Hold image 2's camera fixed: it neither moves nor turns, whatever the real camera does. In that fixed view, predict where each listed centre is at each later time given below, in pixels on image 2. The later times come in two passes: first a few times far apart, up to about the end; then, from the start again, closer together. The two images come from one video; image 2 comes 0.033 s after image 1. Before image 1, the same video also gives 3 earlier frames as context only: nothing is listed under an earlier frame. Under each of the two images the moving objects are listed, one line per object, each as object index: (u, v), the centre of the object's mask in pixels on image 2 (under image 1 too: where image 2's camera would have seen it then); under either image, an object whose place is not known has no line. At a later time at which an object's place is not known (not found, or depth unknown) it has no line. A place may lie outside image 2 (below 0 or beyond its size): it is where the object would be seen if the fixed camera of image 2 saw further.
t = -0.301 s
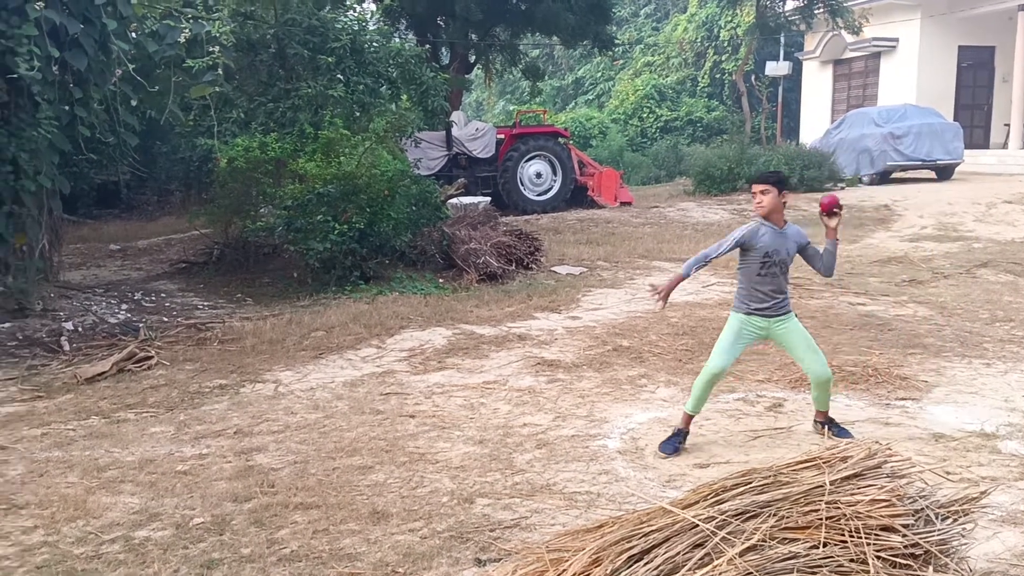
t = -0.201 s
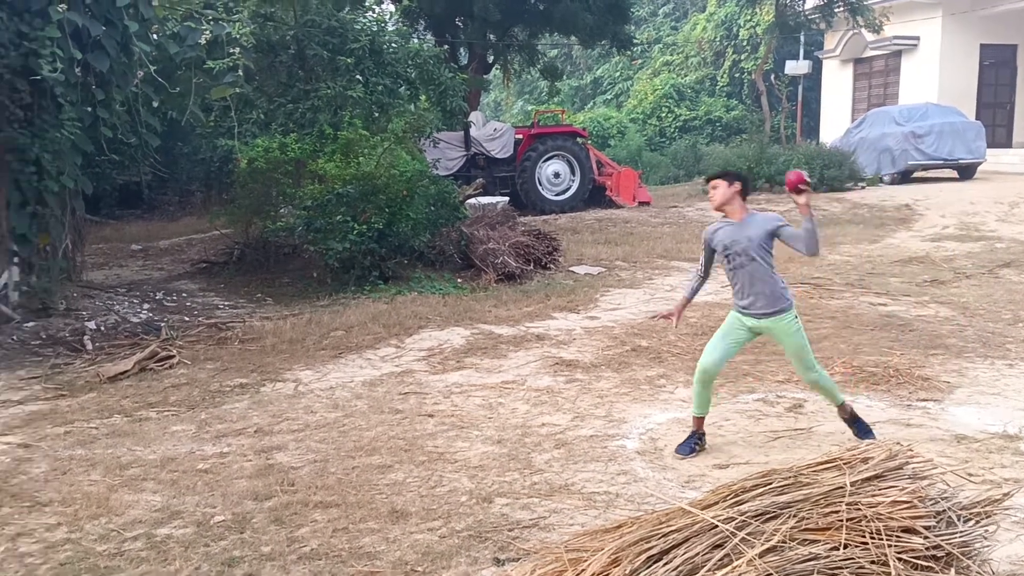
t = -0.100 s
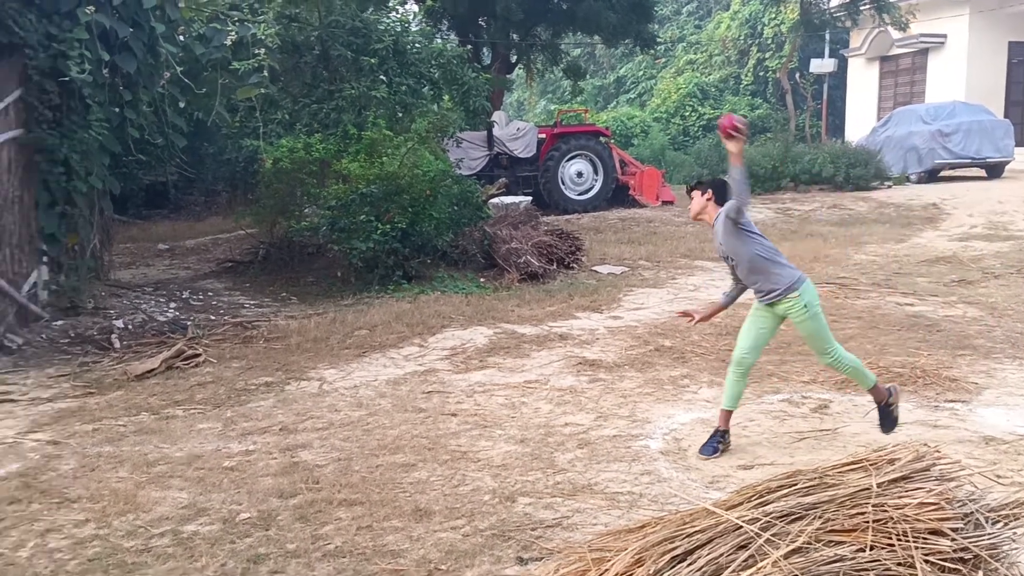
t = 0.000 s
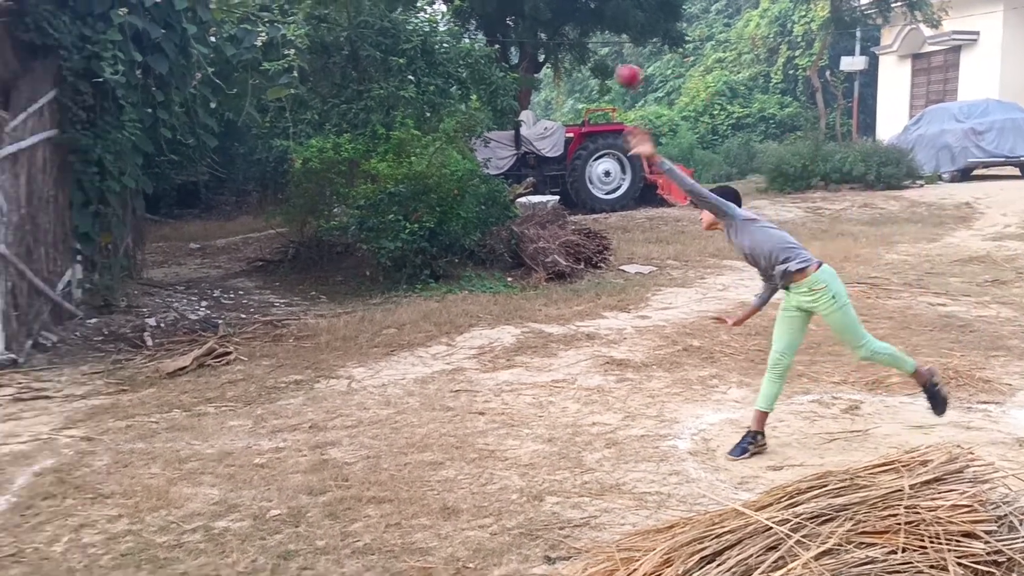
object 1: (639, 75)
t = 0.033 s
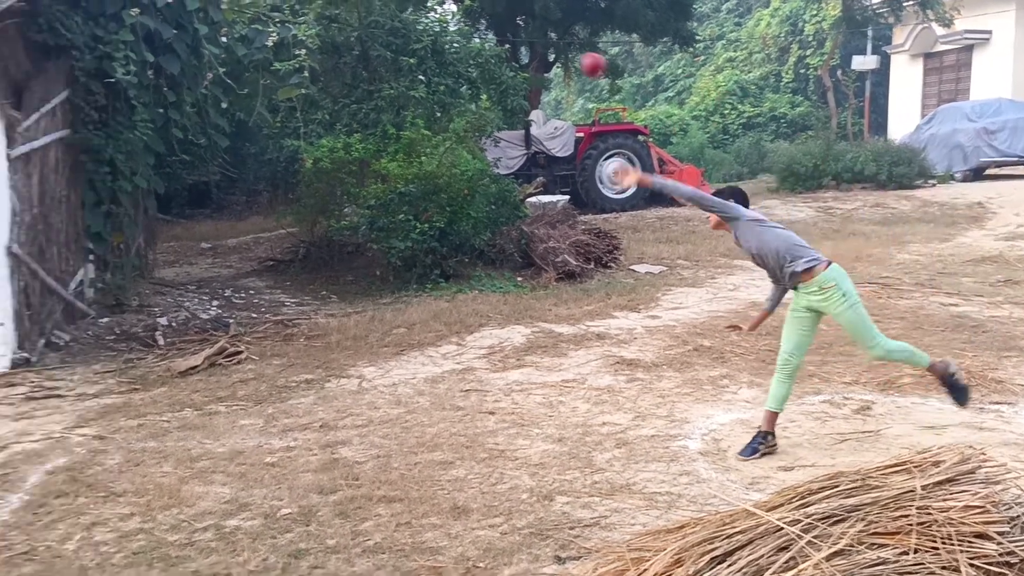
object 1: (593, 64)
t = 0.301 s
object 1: (162, 69)
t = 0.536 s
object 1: (-280, 241)
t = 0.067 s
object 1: (543, 57)
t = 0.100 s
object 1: (492, 50)
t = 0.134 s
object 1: (439, 47)
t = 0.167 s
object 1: (387, 45)
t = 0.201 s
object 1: (332, 47)
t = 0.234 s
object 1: (277, 51)
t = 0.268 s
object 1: (221, 58)
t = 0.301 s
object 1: (162, 69)
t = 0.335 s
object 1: (102, 84)
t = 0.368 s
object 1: (41, 100)
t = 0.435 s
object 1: (-89, 148)
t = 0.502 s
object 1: (-218, 207)
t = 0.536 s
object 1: (-280, 241)
